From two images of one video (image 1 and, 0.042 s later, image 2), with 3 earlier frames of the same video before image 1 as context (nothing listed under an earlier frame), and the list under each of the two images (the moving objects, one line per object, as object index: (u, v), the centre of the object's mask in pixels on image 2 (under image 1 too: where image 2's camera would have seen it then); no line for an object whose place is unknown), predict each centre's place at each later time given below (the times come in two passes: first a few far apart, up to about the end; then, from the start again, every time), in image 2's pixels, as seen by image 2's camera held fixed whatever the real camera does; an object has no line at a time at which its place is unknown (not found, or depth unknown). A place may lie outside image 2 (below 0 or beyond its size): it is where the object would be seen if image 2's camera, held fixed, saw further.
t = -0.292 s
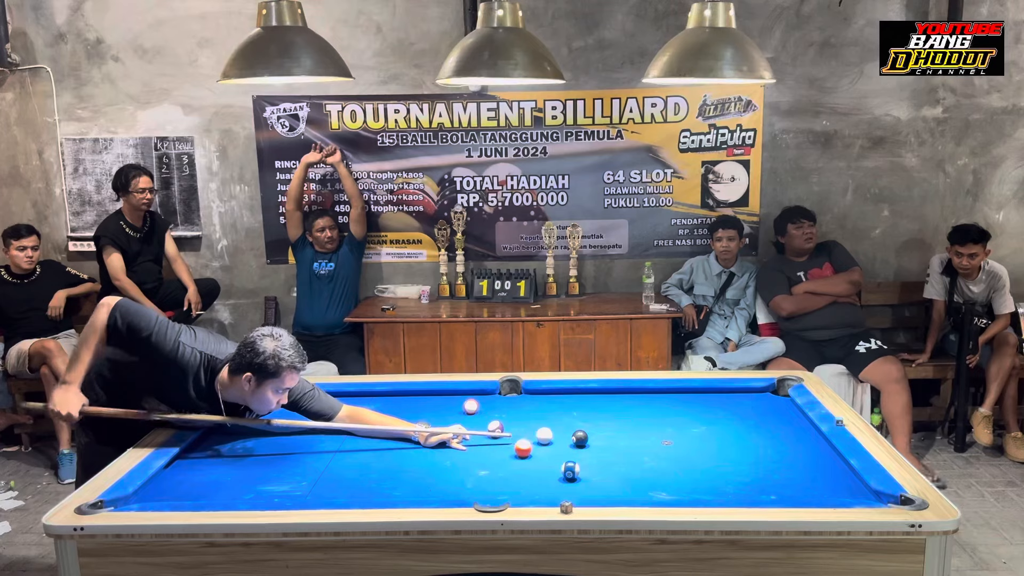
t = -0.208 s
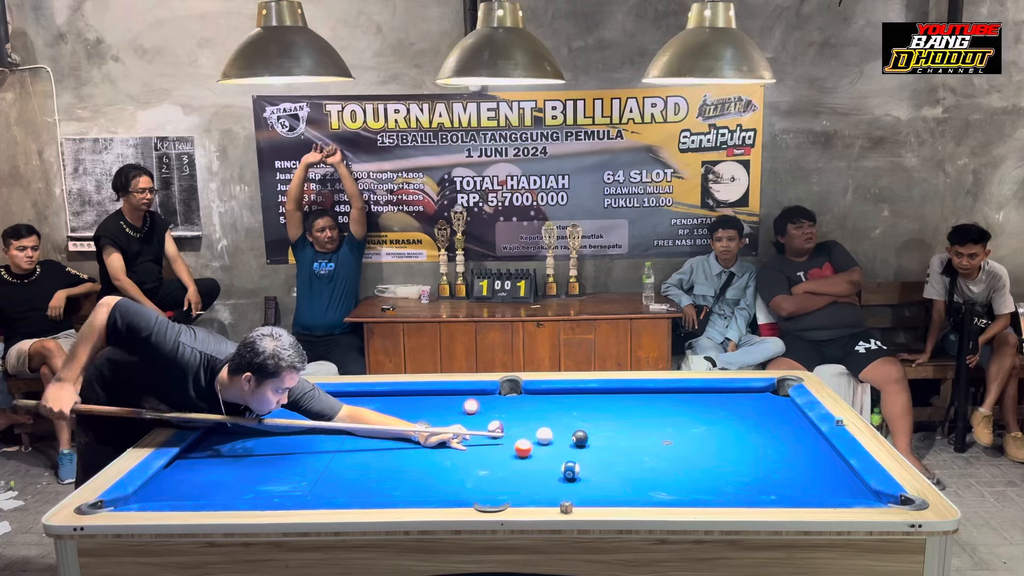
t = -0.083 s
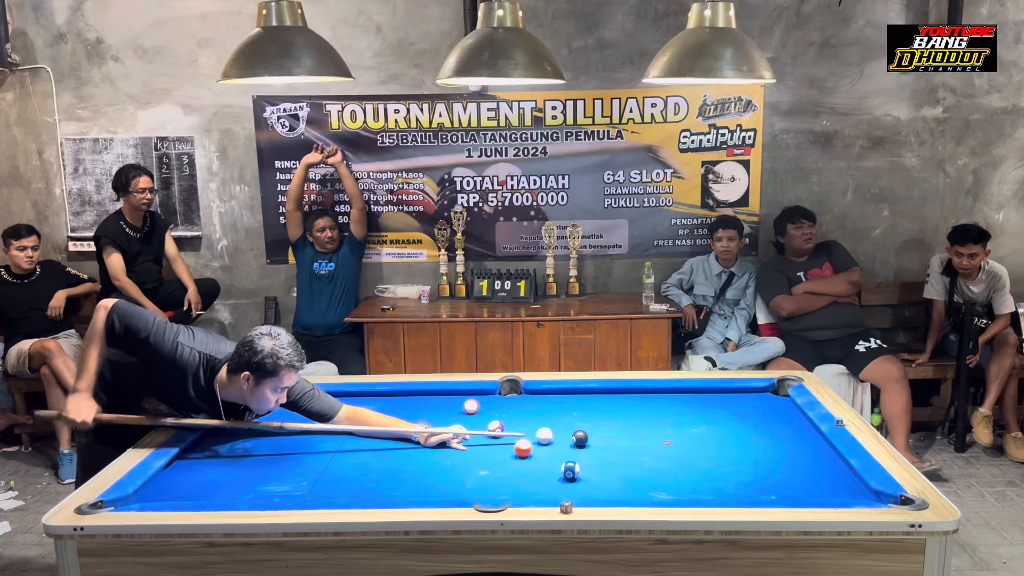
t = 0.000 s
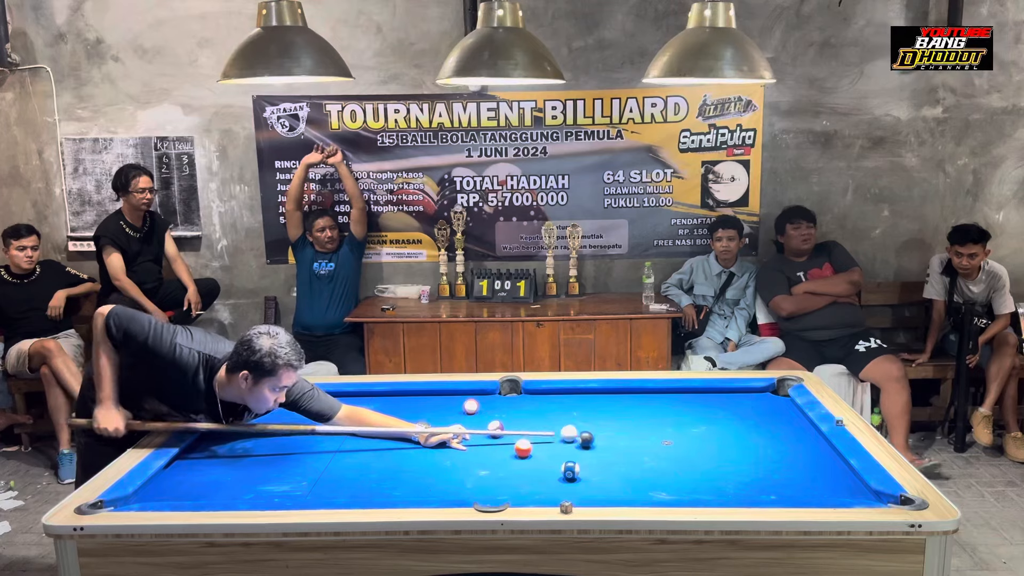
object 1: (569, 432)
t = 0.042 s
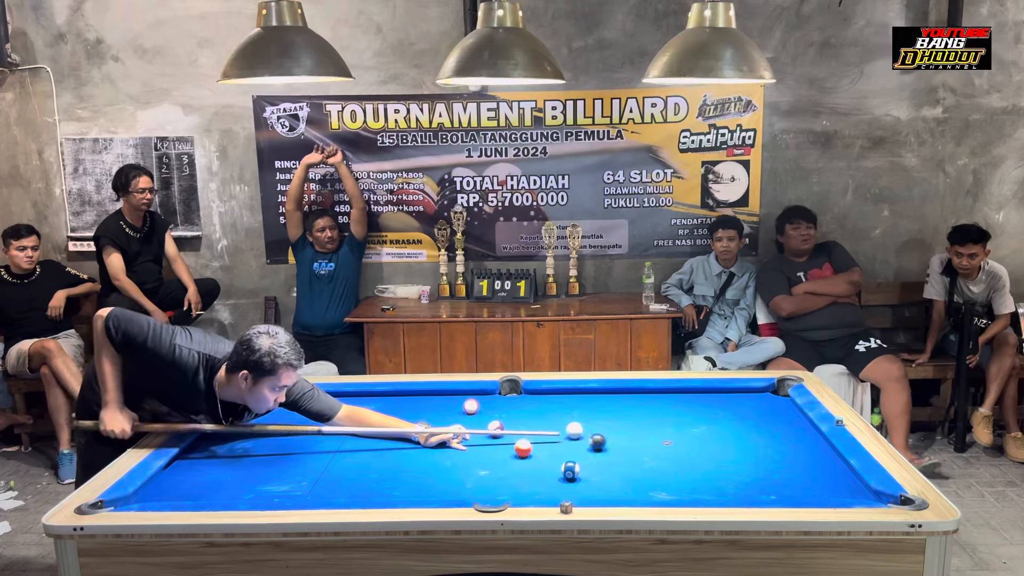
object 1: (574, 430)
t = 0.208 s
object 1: (597, 418)
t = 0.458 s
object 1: (625, 403)
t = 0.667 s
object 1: (647, 391)
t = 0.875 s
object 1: (660, 395)
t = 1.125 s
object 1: (677, 400)
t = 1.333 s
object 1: (690, 406)
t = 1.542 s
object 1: (702, 410)
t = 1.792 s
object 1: (716, 415)
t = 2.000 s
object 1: (727, 419)
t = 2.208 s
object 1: (738, 423)
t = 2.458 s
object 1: (749, 428)
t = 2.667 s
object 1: (759, 432)
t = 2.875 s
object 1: (766, 435)
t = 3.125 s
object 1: (775, 439)
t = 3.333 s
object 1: (781, 441)
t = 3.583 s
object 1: (787, 444)
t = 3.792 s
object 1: (791, 446)
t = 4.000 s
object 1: (794, 447)
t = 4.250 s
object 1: (796, 449)
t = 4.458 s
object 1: (797, 449)
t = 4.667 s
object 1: (797, 450)
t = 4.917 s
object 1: (797, 450)
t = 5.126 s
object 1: (796, 450)
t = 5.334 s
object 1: (796, 450)
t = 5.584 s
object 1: (796, 450)
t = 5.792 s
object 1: (796, 449)
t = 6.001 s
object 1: (796, 450)
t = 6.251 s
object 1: (796, 450)
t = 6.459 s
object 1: (796, 450)
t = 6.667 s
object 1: (796, 450)
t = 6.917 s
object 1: (796, 450)
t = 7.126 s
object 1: (796, 450)
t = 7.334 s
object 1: (796, 449)
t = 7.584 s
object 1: (796, 450)
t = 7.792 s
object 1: (796, 449)
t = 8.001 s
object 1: (796, 450)
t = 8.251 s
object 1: (796, 450)
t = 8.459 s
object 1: (796, 450)
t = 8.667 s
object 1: (796, 450)
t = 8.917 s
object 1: (796, 449)
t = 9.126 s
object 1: (796, 450)
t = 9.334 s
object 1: (796, 450)
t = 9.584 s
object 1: (796, 450)
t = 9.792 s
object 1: (796, 450)
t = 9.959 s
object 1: (796, 450)
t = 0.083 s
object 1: (582, 426)
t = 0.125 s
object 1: (586, 424)
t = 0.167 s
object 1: (592, 420)
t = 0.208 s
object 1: (597, 418)
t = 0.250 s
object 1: (602, 415)
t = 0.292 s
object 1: (606, 413)
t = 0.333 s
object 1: (612, 410)
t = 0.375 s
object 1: (616, 408)
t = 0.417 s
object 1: (621, 405)
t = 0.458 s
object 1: (625, 403)
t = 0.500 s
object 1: (630, 400)
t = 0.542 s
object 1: (634, 398)
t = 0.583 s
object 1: (639, 396)
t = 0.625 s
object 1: (642, 394)
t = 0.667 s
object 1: (647, 391)
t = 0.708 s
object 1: (650, 390)
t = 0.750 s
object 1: (653, 392)
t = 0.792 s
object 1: (655, 393)
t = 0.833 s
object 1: (658, 394)
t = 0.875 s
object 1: (660, 395)
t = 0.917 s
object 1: (664, 396)
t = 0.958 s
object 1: (666, 396)
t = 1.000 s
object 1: (669, 398)
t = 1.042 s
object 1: (671, 399)
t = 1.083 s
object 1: (675, 400)
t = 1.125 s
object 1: (677, 400)
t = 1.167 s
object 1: (680, 402)
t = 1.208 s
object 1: (682, 402)
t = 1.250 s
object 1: (685, 404)
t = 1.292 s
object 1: (687, 404)
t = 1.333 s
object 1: (690, 406)
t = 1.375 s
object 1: (692, 406)
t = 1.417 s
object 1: (695, 407)
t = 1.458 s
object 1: (697, 408)
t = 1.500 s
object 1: (700, 409)
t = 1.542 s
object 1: (702, 410)
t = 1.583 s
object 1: (705, 411)
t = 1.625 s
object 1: (707, 412)
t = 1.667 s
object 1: (709, 413)
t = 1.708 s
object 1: (711, 414)
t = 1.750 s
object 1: (714, 414)
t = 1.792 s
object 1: (716, 415)
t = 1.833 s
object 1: (719, 416)
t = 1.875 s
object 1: (720, 417)
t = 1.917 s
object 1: (723, 418)
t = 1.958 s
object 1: (725, 418)
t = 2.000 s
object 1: (727, 419)
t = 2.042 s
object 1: (729, 420)
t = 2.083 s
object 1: (732, 421)
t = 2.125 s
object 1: (733, 422)
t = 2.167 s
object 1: (736, 423)
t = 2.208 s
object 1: (738, 423)
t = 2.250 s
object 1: (740, 424)
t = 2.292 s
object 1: (742, 425)
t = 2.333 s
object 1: (744, 426)
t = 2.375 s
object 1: (746, 427)
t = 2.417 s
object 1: (748, 427)
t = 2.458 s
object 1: (749, 428)
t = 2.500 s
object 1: (752, 429)
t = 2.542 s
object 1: (753, 430)
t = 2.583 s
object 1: (755, 431)
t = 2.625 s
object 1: (757, 431)
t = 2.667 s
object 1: (759, 432)
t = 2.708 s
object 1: (760, 432)
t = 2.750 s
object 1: (762, 433)
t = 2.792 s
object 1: (763, 434)
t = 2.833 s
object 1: (765, 435)
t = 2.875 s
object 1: (766, 435)
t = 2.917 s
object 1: (768, 436)
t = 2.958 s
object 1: (769, 436)
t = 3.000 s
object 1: (771, 437)
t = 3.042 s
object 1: (772, 437)
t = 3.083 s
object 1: (774, 438)
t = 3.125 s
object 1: (775, 439)
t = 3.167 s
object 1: (776, 439)
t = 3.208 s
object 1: (777, 440)
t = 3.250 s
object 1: (779, 440)
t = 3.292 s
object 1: (780, 441)
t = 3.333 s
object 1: (781, 441)
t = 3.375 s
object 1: (782, 442)
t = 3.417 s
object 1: (783, 442)
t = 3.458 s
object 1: (784, 443)
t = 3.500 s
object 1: (785, 443)
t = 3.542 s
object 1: (786, 443)
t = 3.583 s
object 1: (787, 444)
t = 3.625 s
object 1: (788, 444)
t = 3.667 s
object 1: (789, 445)
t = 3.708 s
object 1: (790, 445)
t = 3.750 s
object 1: (791, 445)
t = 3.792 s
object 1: (791, 446)
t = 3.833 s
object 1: (792, 446)
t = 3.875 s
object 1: (793, 447)
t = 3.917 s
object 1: (793, 447)
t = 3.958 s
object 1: (794, 447)
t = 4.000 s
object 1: (794, 447)
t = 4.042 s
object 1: (794, 448)
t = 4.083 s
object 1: (795, 448)
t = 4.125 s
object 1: (796, 448)
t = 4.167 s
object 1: (795, 448)
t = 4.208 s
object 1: (796, 449)
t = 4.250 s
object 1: (796, 449)
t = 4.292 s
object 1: (796, 449)
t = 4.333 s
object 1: (796, 449)
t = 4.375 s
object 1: (797, 449)
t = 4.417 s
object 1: (796, 449)
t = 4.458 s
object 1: (797, 449)
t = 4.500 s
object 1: (797, 449)
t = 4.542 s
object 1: (797, 450)
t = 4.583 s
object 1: (797, 450)
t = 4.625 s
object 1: (797, 450)
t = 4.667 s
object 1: (797, 450)
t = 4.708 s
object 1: (796, 450)
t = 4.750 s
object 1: (797, 450)
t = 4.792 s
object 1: (796, 450)
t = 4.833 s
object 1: (796, 450)
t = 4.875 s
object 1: (796, 450)
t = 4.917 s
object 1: (797, 450)
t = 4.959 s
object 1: (796, 450)
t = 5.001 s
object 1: (796, 450)
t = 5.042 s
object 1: (796, 450)
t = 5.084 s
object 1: (796, 449)
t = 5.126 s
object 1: (796, 450)
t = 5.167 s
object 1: (796, 450)
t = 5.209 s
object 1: (796, 450)
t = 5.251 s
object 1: (796, 450)
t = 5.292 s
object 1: (796, 450)
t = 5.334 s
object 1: (796, 450)
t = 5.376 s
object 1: (796, 450)
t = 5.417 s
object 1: (796, 450)
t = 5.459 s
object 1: (796, 450)
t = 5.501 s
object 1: (796, 449)
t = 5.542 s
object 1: (796, 450)
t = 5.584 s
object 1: (796, 450)
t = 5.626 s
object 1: (796, 449)
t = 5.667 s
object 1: (796, 450)
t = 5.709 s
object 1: (796, 450)
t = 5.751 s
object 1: (796, 450)
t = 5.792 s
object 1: (796, 449)
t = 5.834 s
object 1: (796, 450)
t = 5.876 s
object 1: (796, 450)
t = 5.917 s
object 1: (796, 450)
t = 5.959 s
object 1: (796, 450)
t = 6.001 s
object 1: (796, 450)
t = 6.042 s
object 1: (796, 450)
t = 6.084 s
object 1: (796, 450)
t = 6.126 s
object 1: (796, 450)
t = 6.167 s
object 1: (796, 450)
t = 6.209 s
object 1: (796, 450)
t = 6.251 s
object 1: (796, 450)
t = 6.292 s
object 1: (796, 450)
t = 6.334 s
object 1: (796, 450)
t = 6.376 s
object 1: (796, 450)
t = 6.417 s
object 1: (796, 450)
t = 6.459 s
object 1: (796, 450)
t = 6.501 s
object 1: (796, 449)
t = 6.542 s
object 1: (796, 450)
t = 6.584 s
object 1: (796, 450)
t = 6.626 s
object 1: (796, 450)
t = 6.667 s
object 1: (796, 450)
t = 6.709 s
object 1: (796, 450)
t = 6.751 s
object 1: (796, 450)
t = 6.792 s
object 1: (796, 450)
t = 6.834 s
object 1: (796, 450)
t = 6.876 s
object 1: (796, 450)
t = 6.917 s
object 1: (796, 450)
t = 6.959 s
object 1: (796, 450)
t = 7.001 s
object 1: (796, 450)
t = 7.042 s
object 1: (796, 450)
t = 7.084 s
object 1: (796, 450)
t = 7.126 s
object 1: (796, 450)
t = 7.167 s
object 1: (796, 449)
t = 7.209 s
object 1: (796, 450)
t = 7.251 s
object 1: (796, 450)
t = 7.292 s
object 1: (796, 450)
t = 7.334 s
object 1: (796, 449)
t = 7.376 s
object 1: (796, 450)
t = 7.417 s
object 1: (796, 449)
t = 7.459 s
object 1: (796, 450)
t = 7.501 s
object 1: (796, 450)
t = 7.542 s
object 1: (796, 450)
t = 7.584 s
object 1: (796, 450)
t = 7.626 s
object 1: (796, 449)
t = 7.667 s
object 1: (796, 450)
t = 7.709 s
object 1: (796, 450)
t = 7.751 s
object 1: (796, 450)
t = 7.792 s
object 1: (796, 449)
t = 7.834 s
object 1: (796, 450)
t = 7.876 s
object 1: (796, 450)
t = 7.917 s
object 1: (796, 450)
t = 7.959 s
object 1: (796, 449)
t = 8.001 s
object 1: (796, 450)
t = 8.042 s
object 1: (796, 450)
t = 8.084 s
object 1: (796, 450)
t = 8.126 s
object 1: (796, 450)
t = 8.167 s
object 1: (796, 449)
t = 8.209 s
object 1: (796, 450)
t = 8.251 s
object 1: (796, 450)
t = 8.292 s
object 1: (796, 450)
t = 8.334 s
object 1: (796, 450)
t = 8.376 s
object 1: (796, 450)
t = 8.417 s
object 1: (796, 450)
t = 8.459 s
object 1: (796, 450)
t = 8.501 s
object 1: (796, 449)
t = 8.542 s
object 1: (796, 450)
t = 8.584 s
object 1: (796, 450)
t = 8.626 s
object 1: (796, 450)
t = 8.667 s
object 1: (796, 450)
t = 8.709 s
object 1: (796, 449)
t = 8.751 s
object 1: (796, 450)
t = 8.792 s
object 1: (796, 450)
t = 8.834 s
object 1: (796, 450)
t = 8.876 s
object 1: (796, 450)
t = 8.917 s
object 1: (796, 449)
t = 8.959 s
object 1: (796, 450)
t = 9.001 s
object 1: (796, 450)
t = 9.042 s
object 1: (796, 450)
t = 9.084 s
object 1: (796, 449)
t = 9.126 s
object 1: (796, 450)
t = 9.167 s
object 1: (796, 450)
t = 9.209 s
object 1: (796, 449)
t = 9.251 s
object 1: (796, 450)
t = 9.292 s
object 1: (796, 449)
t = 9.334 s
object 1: (796, 450)
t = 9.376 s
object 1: (796, 450)
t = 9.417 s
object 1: (796, 449)
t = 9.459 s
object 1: (796, 450)
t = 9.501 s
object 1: (796, 450)
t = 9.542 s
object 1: (796, 450)
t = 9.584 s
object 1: (796, 450)
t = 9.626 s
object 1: (796, 450)
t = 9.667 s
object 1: (796, 450)
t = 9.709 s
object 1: (796, 450)
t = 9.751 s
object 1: (796, 450)
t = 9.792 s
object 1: (796, 450)
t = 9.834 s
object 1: (796, 450)
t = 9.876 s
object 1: (796, 450)
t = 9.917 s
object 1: (796, 450)
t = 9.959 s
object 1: (796, 450)
